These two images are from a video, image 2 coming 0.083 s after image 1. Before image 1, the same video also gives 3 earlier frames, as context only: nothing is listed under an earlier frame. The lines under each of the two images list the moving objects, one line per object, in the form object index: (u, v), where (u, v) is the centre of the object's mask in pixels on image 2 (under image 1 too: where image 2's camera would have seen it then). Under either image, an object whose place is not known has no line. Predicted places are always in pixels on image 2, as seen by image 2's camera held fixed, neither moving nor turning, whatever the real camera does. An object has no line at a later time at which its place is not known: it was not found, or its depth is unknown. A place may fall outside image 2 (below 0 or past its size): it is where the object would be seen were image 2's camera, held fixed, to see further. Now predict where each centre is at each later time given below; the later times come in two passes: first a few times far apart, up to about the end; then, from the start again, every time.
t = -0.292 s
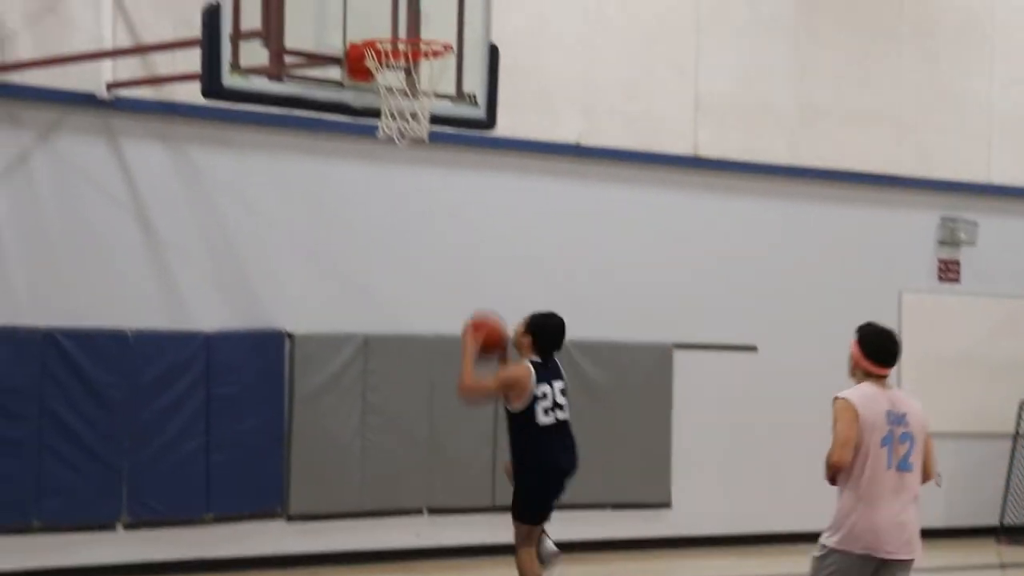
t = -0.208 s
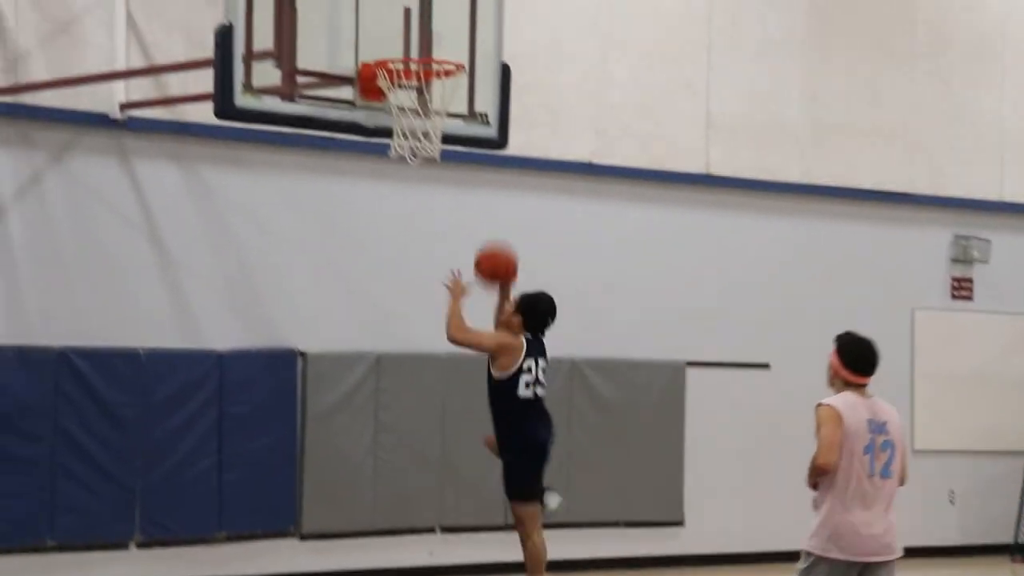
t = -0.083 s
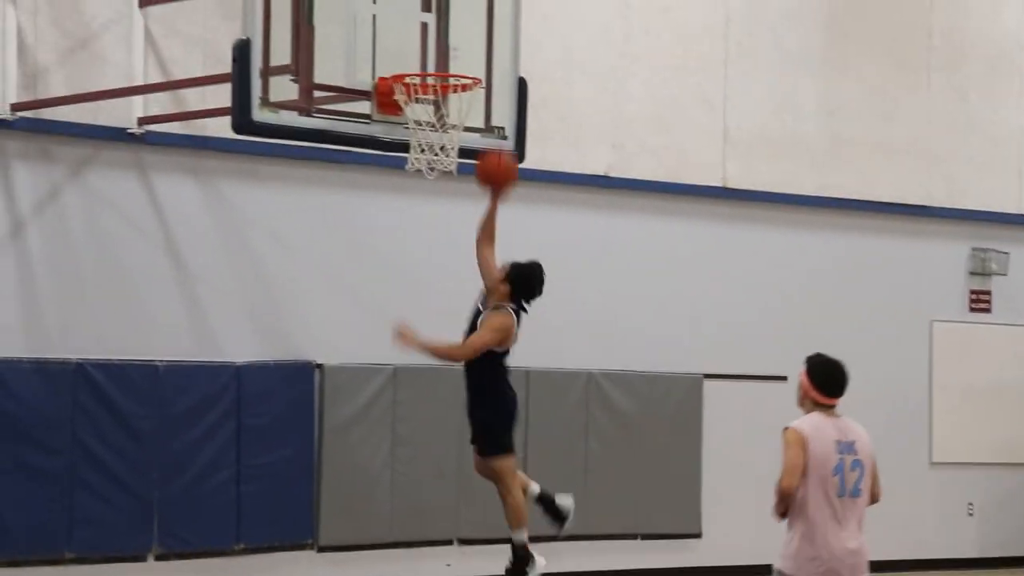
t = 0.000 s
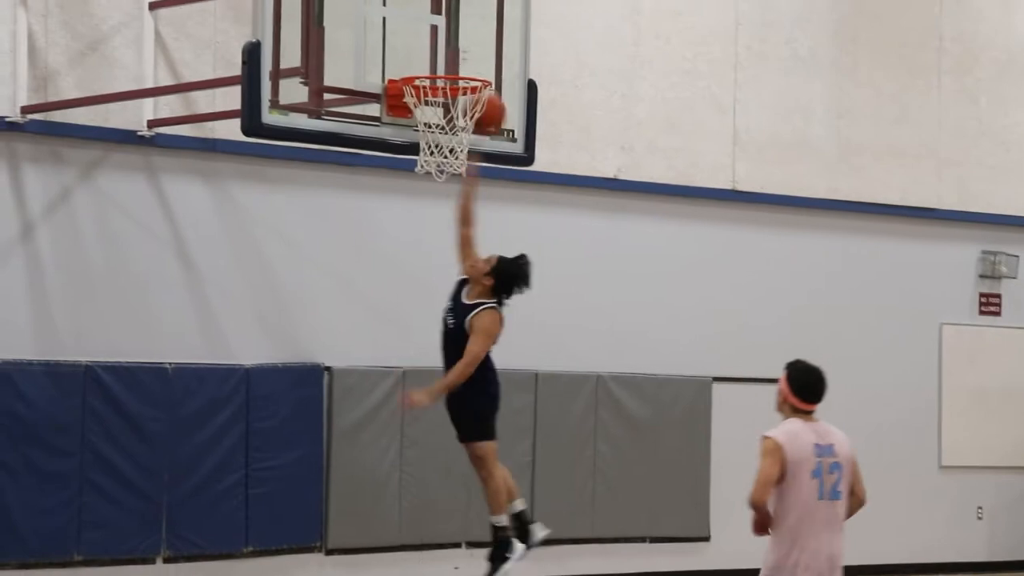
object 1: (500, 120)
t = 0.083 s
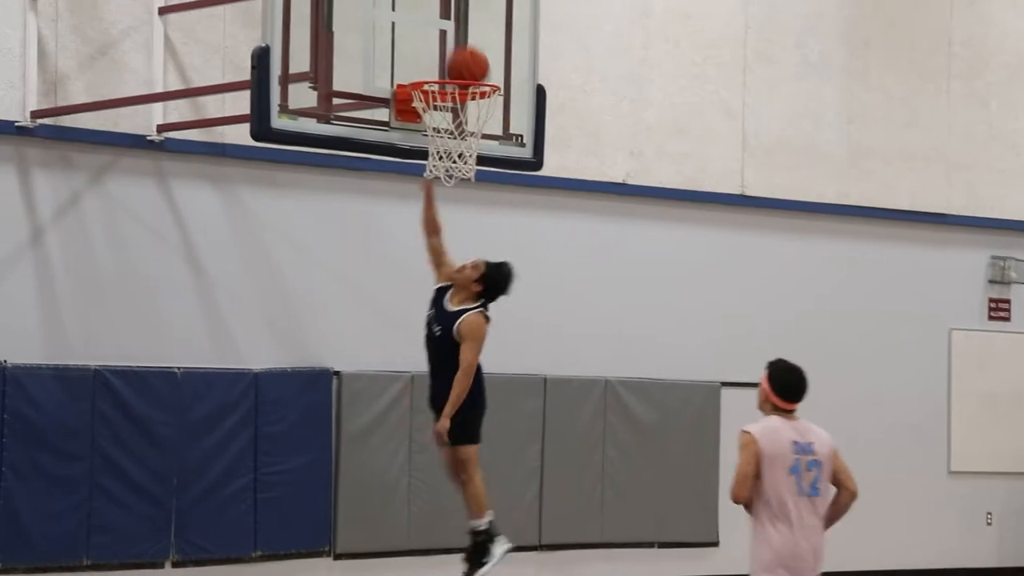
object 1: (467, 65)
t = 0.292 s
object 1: (470, 39)
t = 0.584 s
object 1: (450, 118)
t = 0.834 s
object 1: (416, 255)
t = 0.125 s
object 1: (465, 54)
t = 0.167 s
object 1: (466, 46)
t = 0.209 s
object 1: (467, 41)
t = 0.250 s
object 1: (469, 38)
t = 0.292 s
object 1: (470, 39)
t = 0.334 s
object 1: (471, 43)
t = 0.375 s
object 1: (472, 50)
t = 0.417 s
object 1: (473, 60)
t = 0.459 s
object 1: (475, 68)
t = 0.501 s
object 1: (471, 89)
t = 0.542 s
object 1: (459, 106)
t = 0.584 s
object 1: (450, 118)
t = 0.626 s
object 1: (442, 140)
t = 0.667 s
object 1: (435, 161)
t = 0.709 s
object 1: (431, 181)
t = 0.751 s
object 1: (425, 201)
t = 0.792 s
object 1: (421, 226)
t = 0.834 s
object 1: (416, 255)
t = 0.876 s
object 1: (411, 287)
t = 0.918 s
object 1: (406, 322)
